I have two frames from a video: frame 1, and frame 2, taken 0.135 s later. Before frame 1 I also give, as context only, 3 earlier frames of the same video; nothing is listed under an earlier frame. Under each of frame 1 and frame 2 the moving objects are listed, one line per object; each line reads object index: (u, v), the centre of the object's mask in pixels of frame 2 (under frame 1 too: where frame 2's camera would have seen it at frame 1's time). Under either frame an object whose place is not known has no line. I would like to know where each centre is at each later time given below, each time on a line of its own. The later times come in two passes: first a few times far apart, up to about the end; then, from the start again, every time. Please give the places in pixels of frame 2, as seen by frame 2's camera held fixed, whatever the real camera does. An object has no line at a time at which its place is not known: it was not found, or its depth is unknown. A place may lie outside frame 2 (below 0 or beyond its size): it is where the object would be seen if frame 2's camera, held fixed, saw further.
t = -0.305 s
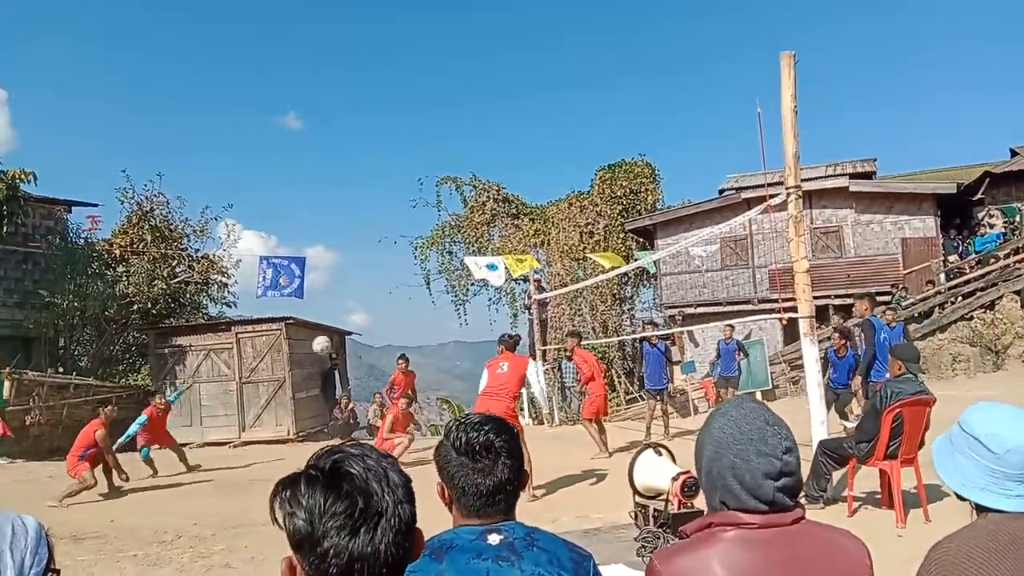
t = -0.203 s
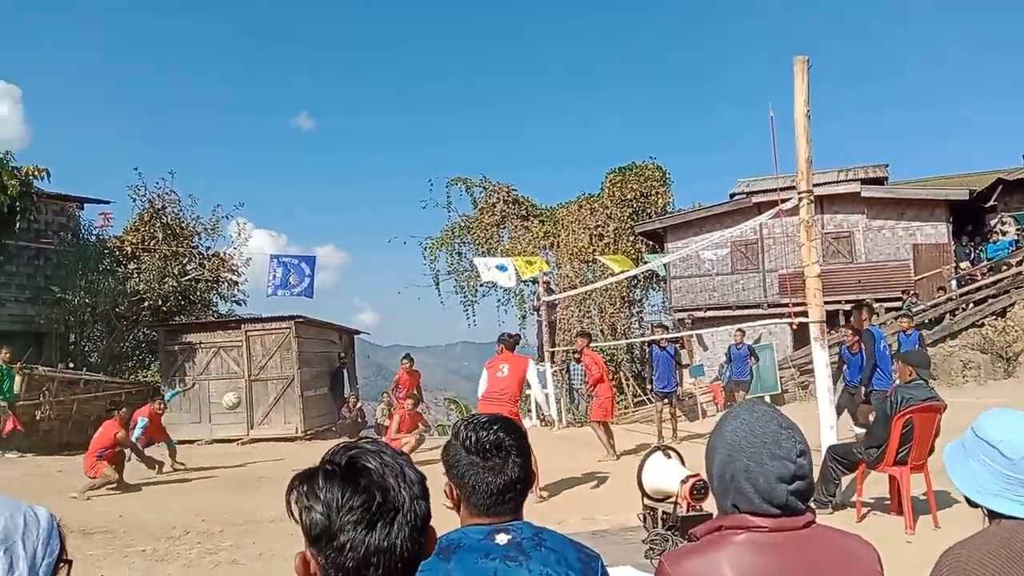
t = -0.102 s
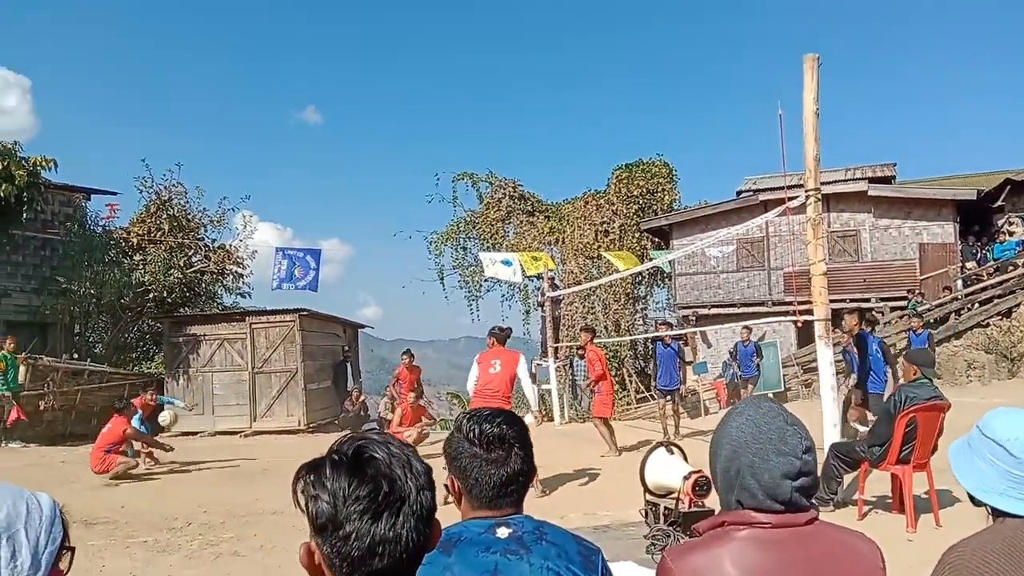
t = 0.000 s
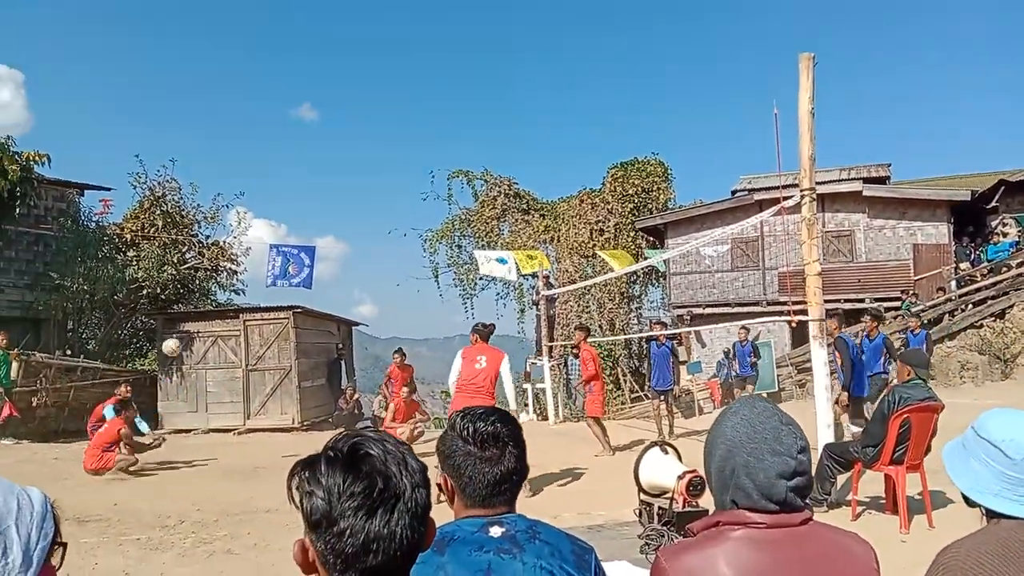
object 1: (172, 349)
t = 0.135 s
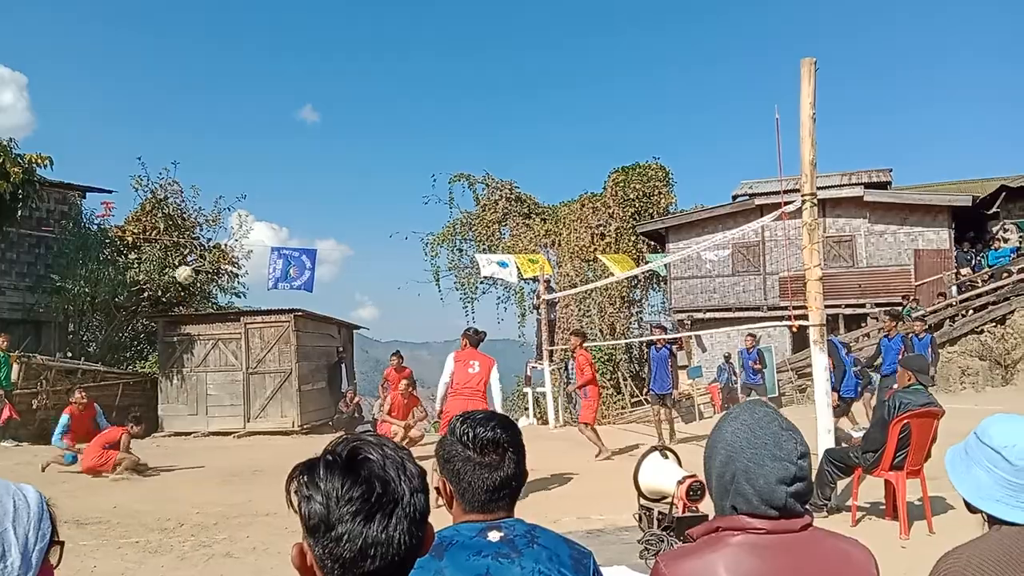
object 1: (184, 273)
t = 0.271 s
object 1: (194, 214)
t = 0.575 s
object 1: (212, 138)
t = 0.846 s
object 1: (228, 130)
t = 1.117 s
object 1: (244, 180)
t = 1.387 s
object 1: (263, 285)
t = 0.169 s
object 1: (186, 257)
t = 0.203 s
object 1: (188, 241)
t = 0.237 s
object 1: (190, 227)
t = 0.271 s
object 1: (194, 214)
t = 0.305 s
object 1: (197, 202)
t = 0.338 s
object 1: (199, 191)
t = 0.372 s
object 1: (200, 180)
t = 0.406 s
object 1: (202, 171)
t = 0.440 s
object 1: (204, 163)
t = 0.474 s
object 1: (207, 155)
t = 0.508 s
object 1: (209, 148)
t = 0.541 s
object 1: (211, 142)
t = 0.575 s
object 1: (212, 138)
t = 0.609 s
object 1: (215, 134)
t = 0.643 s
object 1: (217, 131)
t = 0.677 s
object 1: (218, 128)
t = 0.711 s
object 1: (219, 127)
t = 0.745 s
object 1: (221, 127)
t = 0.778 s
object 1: (225, 127)
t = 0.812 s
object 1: (227, 129)
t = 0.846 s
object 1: (228, 130)
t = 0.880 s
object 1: (228, 133)
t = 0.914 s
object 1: (231, 138)
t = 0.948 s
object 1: (234, 142)
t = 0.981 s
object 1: (237, 149)
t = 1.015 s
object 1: (238, 156)
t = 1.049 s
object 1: (239, 162)
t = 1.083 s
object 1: (241, 171)
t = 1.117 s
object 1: (244, 180)
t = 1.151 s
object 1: (246, 190)
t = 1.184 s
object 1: (248, 201)
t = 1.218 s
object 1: (249, 214)
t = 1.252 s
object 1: (253, 226)
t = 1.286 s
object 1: (256, 239)
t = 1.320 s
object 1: (257, 254)
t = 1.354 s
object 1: (260, 270)
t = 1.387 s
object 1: (263, 285)
